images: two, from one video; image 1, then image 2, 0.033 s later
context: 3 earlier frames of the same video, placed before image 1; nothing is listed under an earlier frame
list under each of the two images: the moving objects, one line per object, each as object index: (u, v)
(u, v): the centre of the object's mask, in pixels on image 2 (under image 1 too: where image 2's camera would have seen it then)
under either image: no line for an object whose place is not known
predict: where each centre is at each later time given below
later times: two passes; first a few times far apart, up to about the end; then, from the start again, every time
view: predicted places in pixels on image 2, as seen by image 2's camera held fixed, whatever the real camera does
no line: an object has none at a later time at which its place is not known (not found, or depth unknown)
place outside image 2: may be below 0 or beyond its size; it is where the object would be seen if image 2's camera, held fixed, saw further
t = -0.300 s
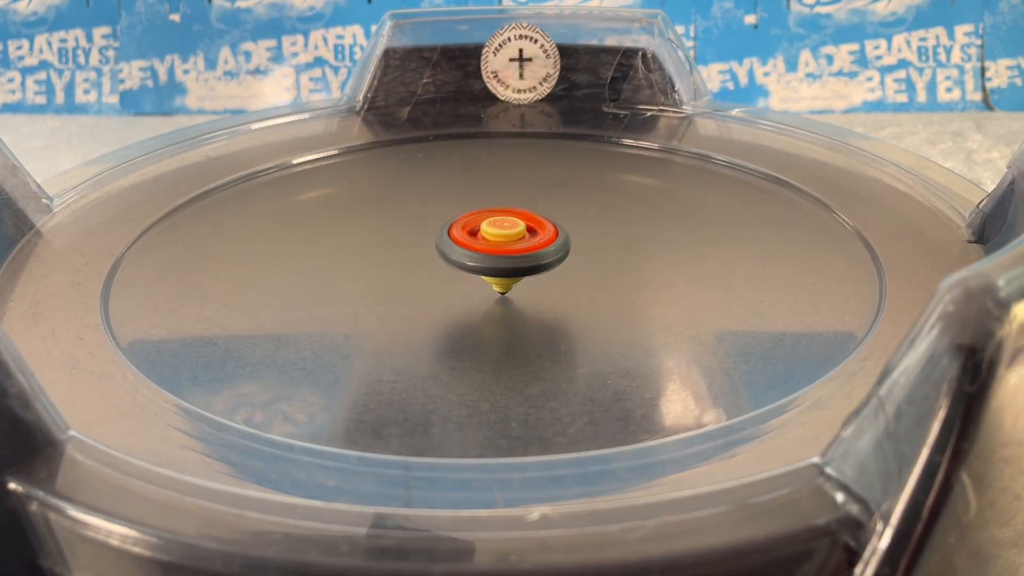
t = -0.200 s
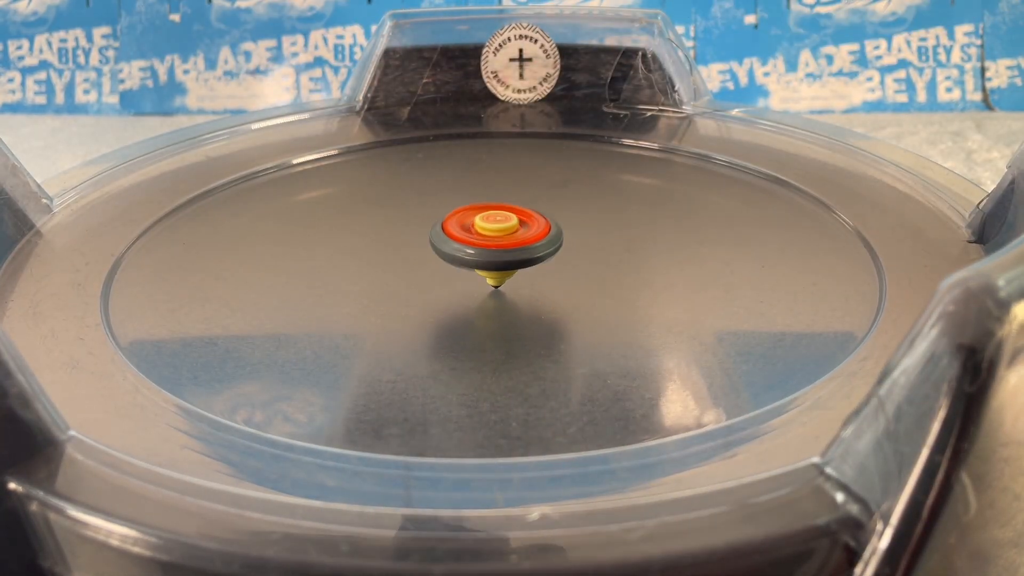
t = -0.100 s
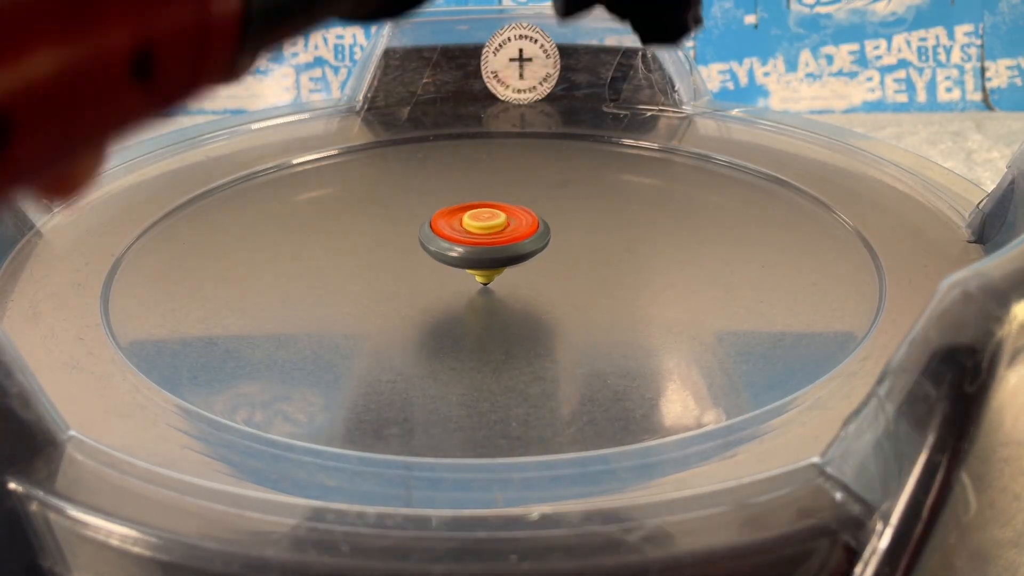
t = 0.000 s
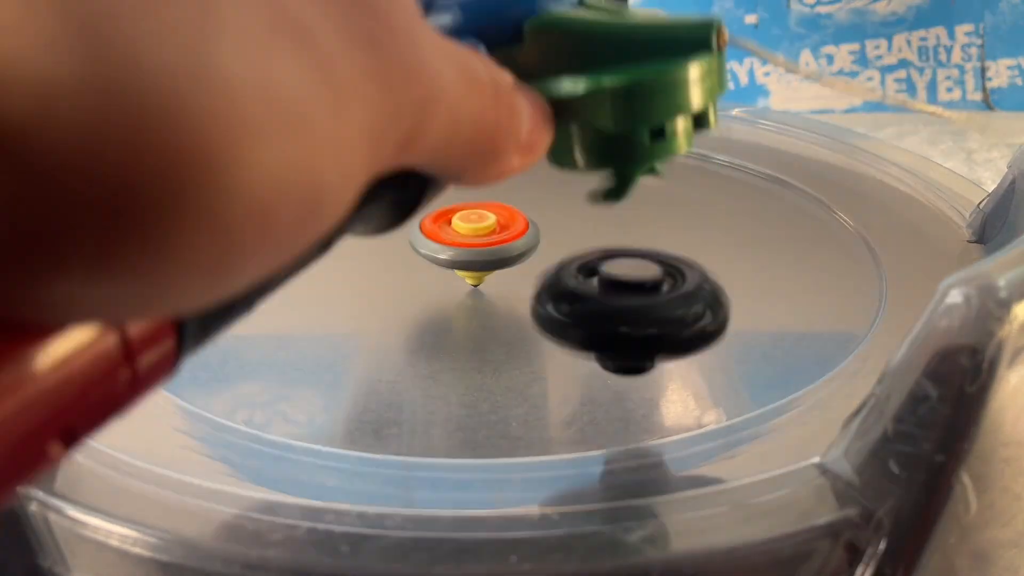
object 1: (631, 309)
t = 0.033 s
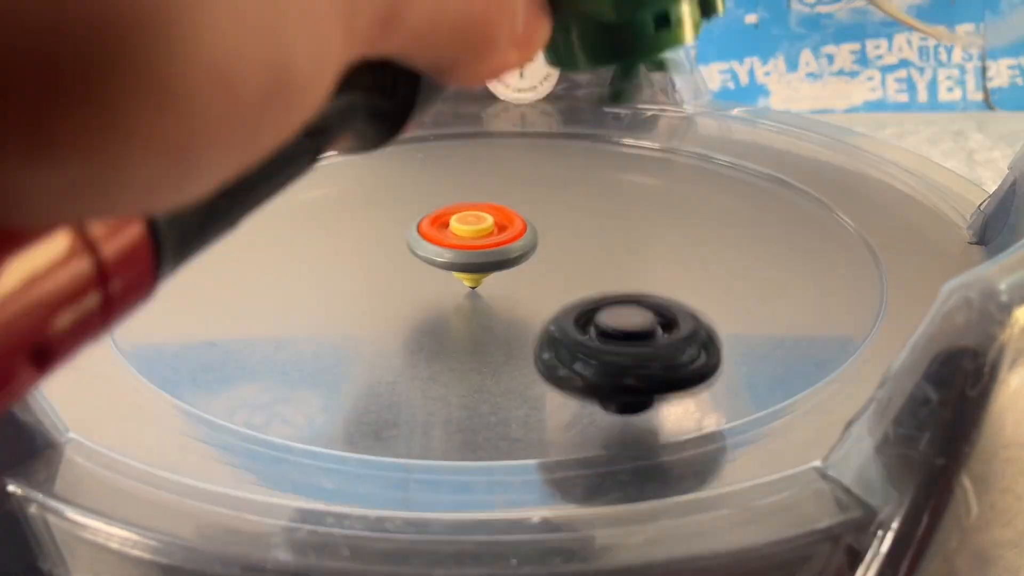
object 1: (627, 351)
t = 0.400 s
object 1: (593, 295)
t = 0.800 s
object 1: (666, 304)
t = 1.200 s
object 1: (742, 257)
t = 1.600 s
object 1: (646, 207)
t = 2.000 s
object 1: (633, 109)
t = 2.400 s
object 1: (376, 305)
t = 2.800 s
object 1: (547, 312)
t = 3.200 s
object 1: (522, 254)
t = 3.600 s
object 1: (422, 275)
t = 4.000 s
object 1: (508, 281)
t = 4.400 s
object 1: (451, 248)
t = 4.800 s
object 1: (457, 275)
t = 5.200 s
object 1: (492, 240)
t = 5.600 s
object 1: (465, 260)
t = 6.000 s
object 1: (513, 239)
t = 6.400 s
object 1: (487, 258)
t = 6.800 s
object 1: (499, 255)
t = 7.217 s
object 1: (502, 257)
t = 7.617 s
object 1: (507, 259)
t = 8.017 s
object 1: (507, 261)
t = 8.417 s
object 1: (505, 264)
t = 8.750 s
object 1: (502, 265)
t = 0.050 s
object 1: (619, 323)
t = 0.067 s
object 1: (611, 304)
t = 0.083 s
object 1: (603, 295)
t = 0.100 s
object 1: (595, 296)
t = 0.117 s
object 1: (587, 306)
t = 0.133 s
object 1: (579, 310)
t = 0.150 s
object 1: (569, 288)
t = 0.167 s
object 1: (560, 274)
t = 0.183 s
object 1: (565, 251)
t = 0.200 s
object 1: (571, 235)
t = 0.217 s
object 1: (577, 227)
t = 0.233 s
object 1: (583, 229)
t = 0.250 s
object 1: (589, 238)
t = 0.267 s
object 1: (595, 257)
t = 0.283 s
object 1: (599, 284)
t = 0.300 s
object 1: (603, 300)
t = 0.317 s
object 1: (602, 282)
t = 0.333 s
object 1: (601, 272)
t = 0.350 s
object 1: (599, 270)
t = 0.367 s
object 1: (598, 277)
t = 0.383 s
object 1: (596, 292)
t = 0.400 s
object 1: (593, 295)
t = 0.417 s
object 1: (588, 283)
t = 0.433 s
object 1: (583, 280)
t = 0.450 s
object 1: (578, 284)
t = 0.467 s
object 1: (572, 292)
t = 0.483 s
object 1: (566, 279)
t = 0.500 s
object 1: (559, 275)
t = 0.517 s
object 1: (552, 279)
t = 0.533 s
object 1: (546, 276)
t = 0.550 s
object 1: (539, 269)
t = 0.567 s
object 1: (531, 268)
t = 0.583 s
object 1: (524, 268)
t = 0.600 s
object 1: (516, 262)
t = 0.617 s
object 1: (509, 263)
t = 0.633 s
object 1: (501, 257)
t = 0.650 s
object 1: (494, 254)
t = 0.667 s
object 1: (488, 251)
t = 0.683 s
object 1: (489, 254)
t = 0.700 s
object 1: (509, 242)
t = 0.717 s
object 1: (532, 238)
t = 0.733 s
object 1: (557, 242)
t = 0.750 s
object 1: (583, 253)
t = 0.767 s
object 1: (611, 274)
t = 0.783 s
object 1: (642, 306)
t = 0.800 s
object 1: (666, 304)
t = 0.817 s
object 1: (690, 295)
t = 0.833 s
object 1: (715, 295)
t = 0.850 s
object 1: (740, 306)
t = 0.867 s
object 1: (767, 327)
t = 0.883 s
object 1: (779, 328)
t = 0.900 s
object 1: (779, 319)
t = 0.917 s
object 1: (778, 319)
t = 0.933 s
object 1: (775, 330)
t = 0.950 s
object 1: (770, 330)
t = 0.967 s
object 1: (759, 328)
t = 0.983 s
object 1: (747, 328)
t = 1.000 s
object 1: (734, 326)
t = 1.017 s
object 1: (719, 324)
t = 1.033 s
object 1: (701, 322)
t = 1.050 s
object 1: (686, 319)
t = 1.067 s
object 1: (668, 315)
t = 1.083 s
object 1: (650, 310)
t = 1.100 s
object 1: (633, 305)
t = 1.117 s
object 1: (615, 300)
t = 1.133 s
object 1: (615, 294)
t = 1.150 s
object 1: (651, 285)
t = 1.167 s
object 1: (684, 276)
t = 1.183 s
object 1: (716, 267)
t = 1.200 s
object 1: (742, 257)
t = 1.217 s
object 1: (766, 247)
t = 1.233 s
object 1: (787, 237)
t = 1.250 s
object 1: (803, 229)
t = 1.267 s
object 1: (816, 220)
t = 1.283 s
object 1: (825, 212)
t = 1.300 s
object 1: (831, 206)
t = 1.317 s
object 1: (834, 201)
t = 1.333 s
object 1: (833, 196)
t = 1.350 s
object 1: (831, 193)
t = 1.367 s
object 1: (825, 191)
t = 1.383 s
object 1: (818, 189)
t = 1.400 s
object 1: (810, 188)
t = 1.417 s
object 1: (800, 188)
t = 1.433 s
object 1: (790, 188)
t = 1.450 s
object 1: (778, 189)
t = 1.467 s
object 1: (767, 190)
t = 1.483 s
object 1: (753, 191)
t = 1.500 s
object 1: (740, 193)
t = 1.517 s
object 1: (725, 195)
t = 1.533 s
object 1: (710, 197)
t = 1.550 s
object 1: (695, 199)
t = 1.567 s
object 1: (679, 202)
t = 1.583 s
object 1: (662, 205)
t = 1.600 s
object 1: (646, 207)
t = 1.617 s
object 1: (629, 210)
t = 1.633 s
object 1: (613, 213)
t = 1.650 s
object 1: (595, 216)
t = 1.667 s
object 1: (579, 219)
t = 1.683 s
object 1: (563, 222)
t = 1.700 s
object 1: (547, 224)
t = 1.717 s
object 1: (531, 227)
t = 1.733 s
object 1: (516, 230)
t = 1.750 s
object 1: (503, 232)
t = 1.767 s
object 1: (497, 231)
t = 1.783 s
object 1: (516, 208)
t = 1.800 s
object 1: (538, 188)
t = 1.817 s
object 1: (560, 175)
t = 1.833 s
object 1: (579, 155)
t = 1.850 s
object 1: (596, 133)
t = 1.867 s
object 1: (611, 117)
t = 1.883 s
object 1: (623, 106)
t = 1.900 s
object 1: (624, 94)
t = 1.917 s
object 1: (627, 89)
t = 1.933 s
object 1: (630, 90)
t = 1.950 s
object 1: (634, 96)
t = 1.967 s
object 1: (634, 105)
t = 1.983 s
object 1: (633, 105)
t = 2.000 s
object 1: (633, 109)
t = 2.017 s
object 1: (628, 120)
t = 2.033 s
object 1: (622, 126)
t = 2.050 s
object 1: (616, 133)
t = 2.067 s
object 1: (610, 141)
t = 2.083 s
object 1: (602, 149)
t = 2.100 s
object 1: (593, 159)
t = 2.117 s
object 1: (583, 167)
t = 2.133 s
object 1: (572, 177)
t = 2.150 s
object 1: (560, 186)
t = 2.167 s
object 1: (548, 196)
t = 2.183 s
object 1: (534, 206)
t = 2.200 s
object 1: (520, 216)
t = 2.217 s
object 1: (507, 226)
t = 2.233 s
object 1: (492, 235)
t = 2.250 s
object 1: (477, 244)
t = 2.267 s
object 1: (463, 253)
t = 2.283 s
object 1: (449, 260)
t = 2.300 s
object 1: (435, 268)
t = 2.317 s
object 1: (422, 275)
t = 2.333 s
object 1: (411, 282)
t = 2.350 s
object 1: (400, 288)
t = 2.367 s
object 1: (390, 294)
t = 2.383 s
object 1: (382, 300)
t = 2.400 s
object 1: (376, 305)
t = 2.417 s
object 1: (371, 309)
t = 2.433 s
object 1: (368, 313)
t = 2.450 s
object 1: (366, 317)
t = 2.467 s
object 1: (367, 321)
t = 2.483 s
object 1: (369, 324)
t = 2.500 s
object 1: (373, 326)
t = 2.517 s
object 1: (379, 328)
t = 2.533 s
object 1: (385, 330)
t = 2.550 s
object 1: (394, 332)
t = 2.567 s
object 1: (404, 332)
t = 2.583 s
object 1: (414, 333)
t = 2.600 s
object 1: (424, 334)
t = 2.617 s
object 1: (435, 333)
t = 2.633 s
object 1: (447, 333)
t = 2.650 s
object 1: (459, 332)
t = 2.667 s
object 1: (470, 331)
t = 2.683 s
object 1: (481, 329)
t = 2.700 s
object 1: (492, 327)
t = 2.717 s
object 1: (503, 326)
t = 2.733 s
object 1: (513, 323)
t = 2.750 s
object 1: (523, 321)
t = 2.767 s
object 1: (531, 318)
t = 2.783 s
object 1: (539, 315)
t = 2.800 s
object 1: (547, 312)
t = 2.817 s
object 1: (554, 309)
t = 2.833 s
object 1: (560, 305)
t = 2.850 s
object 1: (565, 302)
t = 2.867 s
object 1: (569, 299)
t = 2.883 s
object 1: (573, 296)
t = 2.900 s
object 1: (576, 292)
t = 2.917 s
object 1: (578, 289)
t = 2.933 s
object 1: (580, 286)
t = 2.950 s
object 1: (580, 283)
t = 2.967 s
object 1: (580, 280)
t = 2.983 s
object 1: (579, 277)
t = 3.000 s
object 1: (578, 275)
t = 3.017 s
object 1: (576, 272)
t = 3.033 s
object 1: (573, 270)
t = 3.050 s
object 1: (570, 267)
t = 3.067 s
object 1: (565, 265)
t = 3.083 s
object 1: (561, 263)
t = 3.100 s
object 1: (556, 261)
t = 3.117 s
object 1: (551, 260)
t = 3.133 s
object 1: (546, 258)
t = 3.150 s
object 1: (540, 257)
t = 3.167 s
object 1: (534, 256)
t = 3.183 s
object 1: (528, 255)
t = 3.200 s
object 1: (522, 254)
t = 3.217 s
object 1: (515, 254)
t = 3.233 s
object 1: (509, 253)
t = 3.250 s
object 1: (503, 253)
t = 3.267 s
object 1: (497, 252)
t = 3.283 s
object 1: (490, 252)
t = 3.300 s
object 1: (483, 252)
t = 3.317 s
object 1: (477, 252)
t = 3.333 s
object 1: (471, 253)
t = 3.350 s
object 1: (466, 254)
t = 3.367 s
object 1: (461, 255)
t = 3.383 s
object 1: (456, 256)
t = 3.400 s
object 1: (451, 256)
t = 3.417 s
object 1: (446, 257)
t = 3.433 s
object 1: (442, 259)
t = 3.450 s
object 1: (438, 260)
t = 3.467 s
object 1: (435, 262)
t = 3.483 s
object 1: (431, 263)
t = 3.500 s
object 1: (429, 265)
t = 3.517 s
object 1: (427, 266)
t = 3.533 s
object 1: (425, 268)
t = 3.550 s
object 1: (424, 270)
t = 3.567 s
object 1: (422, 272)
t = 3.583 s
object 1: (422, 273)
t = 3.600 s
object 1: (422, 275)
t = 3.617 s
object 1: (422, 277)
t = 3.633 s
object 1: (423, 279)
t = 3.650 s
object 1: (424, 281)
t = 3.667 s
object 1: (426, 282)
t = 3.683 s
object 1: (429, 284)
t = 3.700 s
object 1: (432, 286)
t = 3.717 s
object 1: (435, 287)
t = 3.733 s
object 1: (439, 288)
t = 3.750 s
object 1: (443, 289)
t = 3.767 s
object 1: (447, 290)
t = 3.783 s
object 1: (452, 291)
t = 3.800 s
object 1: (457, 291)
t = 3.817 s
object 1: (462, 292)
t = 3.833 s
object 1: (467, 292)
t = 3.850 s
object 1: (472, 292)
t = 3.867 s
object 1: (477, 292)
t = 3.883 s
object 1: (483, 291)
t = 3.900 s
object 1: (487, 290)
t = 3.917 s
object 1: (492, 289)
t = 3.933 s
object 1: (496, 288)
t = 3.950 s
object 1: (500, 286)
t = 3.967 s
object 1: (503, 284)
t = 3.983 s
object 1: (506, 283)
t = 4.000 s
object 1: (508, 281)
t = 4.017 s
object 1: (510, 279)
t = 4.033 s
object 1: (511, 277)
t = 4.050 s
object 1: (511, 275)
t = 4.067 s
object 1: (511, 272)
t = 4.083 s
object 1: (511, 270)
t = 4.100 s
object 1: (510, 268)
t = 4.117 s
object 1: (509, 266)
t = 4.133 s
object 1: (507, 264)
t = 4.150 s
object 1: (505, 262)
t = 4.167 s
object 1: (503, 260)
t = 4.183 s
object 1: (501, 258)
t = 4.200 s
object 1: (498, 256)
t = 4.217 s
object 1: (494, 254)
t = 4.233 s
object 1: (491, 253)
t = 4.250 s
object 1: (488, 252)
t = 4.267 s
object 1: (484, 251)
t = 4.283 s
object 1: (480, 250)
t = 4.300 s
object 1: (476, 249)
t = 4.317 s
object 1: (472, 248)
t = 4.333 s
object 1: (467, 248)
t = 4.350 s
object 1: (463, 248)
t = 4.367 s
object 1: (459, 247)
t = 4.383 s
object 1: (455, 248)
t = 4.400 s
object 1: (451, 248)
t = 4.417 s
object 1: (447, 248)
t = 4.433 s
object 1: (444, 249)
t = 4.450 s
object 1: (440, 249)
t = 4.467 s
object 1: (437, 250)
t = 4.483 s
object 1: (433, 251)
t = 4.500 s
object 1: (431, 252)
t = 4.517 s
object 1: (428, 253)
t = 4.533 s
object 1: (425, 254)
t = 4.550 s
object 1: (424, 255)
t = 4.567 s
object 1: (422, 257)
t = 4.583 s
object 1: (421, 259)
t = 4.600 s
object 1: (420, 260)
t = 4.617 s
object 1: (420, 262)
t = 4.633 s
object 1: (421, 264)
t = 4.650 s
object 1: (422, 265)
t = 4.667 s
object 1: (424, 267)
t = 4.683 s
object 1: (426, 269)
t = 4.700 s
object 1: (429, 270)
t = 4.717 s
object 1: (433, 272)
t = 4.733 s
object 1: (437, 273)
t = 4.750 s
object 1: (442, 274)
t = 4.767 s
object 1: (447, 274)
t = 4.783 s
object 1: (452, 275)
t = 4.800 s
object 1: (457, 275)
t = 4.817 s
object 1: (463, 274)
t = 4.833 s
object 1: (468, 274)
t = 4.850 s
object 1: (473, 273)
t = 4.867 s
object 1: (477, 272)
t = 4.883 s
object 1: (482, 271)
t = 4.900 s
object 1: (486, 270)
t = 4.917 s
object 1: (490, 268)
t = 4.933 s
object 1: (493, 267)
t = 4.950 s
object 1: (496, 265)
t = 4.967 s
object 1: (499, 263)
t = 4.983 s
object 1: (502, 261)
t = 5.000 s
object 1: (504, 259)
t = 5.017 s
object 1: (505, 257)
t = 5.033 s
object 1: (506, 255)
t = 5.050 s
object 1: (507, 253)
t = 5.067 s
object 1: (507, 252)
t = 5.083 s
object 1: (506, 250)
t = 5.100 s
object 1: (506, 248)
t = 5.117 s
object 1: (504, 246)
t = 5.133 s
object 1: (502, 245)
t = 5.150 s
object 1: (500, 243)
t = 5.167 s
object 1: (497, 242)
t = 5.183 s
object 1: (495, 241)
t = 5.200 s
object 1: (492, 240)
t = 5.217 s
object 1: (489, 239)
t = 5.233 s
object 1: (486, 238)
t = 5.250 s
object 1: (482, 238)
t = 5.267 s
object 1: (479, 238)
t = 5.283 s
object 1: (476, 238)
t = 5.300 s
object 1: (471, 237)
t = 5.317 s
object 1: (468, 238)
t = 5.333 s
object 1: (464, 238)
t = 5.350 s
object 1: (460, 238)
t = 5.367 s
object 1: (457, 239)
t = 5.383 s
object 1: (454, 240)
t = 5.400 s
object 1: (451, 241)
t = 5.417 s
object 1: (449, 243)
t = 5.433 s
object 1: (447, 244)
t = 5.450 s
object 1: (446, 246)
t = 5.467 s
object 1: (445, 248)
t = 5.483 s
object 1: (445, 250)
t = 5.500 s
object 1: (445, 252)
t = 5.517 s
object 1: (447, 254)
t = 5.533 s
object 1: (450, 255)
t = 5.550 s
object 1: (453, 256)
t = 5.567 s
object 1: (457, 258)
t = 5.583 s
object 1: (461, 259)
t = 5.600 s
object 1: (465, 260)
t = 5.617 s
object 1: (469, 261)
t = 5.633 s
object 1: (474, 261)
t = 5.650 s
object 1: (479, 261)
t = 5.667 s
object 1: (484, 261)
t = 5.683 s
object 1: (489, 261)
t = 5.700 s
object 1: (494, 261)
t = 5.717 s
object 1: (499, 260)
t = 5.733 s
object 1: (503, 260)
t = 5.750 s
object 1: (506, 259)
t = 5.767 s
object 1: (510, 257)
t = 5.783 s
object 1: (513, 256)
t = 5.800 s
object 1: (517, 255)
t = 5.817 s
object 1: (519, 253)
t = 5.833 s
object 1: (520, 252)
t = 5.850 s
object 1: (522, 251)
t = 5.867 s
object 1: (522, 249)
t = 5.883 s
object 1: (523, 247)
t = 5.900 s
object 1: (523, 246)
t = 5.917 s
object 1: (523, 245)
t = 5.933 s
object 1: (522, 243)
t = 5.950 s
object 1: (520, 242)
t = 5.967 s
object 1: (518, 241)
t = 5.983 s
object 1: (516, 240)
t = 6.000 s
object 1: (513, 239)
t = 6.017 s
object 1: (511, 238)
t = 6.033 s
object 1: (508, 238)
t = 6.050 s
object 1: (504, 237)
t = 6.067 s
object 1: (500, 237)
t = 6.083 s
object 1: (497, 238)
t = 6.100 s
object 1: (494, 238)
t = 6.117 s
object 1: (491, 239)
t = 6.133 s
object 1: (488, 240)
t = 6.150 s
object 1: (485, 241)
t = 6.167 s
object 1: (484, 243)
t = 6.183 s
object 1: (483, 244)
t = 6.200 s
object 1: (483, 246)
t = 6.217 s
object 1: (482, 247)
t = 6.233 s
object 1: (481, 248)
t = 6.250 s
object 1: (481, 249)
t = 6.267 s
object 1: (481, 251)
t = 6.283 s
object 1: (482, 252)
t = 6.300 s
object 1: (482, 253)
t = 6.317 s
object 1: (483, 254)
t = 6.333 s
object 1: (483, 255)
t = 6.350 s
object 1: (484, 256)
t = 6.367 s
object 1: (485, 256)
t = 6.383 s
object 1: (486, 257)
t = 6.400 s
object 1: (487, 258)
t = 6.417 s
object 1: (487, 258)
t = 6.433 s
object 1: (488, 258)
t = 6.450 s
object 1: (489, 258)
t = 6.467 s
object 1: (490, 259)
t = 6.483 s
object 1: (490, 259)
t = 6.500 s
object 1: (491, 259)
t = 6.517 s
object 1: (492, 258)
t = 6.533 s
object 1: (493, 259)
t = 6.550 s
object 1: (493, 258)
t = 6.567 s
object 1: (493, 258)
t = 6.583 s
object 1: (494, 258)
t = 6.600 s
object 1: (495, 258)
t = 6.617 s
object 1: (495, 257)
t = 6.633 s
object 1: (495, 257)
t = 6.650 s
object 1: (496, 257)
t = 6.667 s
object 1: (497, 257)
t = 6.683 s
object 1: (497, 256)
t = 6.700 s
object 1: (497, 256)
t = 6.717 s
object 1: (497, 256)
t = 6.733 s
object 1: (498, 256)
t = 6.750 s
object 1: (498, 256)
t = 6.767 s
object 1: (498, 255)
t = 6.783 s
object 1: (498, 255)
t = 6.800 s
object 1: (499, 255)
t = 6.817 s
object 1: (500, 255)
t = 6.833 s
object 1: (499, 255)
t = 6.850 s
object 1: (500, 255)
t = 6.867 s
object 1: (500, 255)
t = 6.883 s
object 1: (500, 255)
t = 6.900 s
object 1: (500, 255)
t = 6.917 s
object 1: (500, 255)
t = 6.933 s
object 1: (501, 256)
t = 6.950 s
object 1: (501, 256)
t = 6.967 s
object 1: (500, 256)
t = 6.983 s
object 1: (501, 255)
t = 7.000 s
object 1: (502, 256)
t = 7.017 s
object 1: (501, 256)
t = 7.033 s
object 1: (501, 256)
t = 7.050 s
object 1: (501, 256)
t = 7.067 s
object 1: (502, 256)
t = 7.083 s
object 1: (501, 257)
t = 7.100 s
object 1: (501, 256)
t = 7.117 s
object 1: (502, 257)
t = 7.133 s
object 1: (502, 257)
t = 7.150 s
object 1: (502, 257)
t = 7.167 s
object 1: (502, 257)
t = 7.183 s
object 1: (502, 257)
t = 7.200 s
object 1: (502, 257)
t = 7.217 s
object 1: (502, 257)
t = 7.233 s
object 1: (503, 257)
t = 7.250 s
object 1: (502, 257)
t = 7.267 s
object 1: (502, 257)
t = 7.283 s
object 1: (503, 257)
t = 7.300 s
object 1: (503, 257)
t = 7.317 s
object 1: (503, 257)
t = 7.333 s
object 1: (503, 257)
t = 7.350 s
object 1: (504, 258)
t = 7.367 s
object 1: (503, 258)
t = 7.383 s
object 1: (503, 258)
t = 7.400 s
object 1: (504, 258)
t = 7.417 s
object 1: (504, 258)
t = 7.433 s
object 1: (504, 258)
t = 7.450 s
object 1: (505, 258)
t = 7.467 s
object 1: (505, 258)
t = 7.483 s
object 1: (505, 258)
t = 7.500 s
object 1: (505, 258)
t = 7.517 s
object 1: (505, 259)
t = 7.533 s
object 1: (505, 259)
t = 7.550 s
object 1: (506, 259)
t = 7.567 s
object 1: (506, 259)
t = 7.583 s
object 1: (506, 259)
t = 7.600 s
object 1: (506, 259)
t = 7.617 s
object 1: (507, 259)
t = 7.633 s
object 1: (507, 259)
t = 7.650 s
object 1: (507, 259)
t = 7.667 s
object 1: (507, 259)
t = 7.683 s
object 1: (507, 259)
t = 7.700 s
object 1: (507, 259)
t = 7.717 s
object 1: (508, 260)
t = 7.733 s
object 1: (507, 260)
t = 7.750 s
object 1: (508, 260)
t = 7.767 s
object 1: (508, 260)
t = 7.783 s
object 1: (507, 260)
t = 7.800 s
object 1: (508, 260)
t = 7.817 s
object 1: (508, 260)
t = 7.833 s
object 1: (507, 260)
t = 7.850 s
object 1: (508, 260)
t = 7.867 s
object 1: (507, 261)
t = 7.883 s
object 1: (507, 260)
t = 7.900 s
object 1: (507, 261)
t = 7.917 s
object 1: (507, 261)
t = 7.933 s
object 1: (507, 261)
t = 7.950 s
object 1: (508, 261)
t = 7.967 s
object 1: (507, 261)
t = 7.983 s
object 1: (507, 261)
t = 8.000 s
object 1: (508, 261)
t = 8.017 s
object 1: (507, 261)
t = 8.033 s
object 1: (508, 261)
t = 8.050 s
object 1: (507, 261)
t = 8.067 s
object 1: (507, 261)
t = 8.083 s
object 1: (508, 261)
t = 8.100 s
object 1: (507, 261)
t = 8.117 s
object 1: (507, 261)
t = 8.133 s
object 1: (508, 262)
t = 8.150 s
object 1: (507, 262)
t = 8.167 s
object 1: (507, 262)
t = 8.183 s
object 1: (507, 262)
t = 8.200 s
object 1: (507, 262)
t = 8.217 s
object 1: (507, 262)
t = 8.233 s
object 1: (507, 262)
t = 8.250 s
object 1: (507, 263)
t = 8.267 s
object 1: (507, 263)
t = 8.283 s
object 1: (507, 263)
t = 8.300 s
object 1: (507, 263)
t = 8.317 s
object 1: (506, 263)
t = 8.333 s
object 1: (507, 263)
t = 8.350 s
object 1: (506, 264)
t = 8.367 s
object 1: (506, 264)
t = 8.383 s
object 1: (506, 264)
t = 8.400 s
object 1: (505, 264)
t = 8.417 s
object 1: (505, 264)
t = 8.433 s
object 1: (505, 265)
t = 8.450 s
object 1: (504, 264)
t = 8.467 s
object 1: (505, 265)
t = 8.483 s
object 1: (504, 265)
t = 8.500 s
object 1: (504, 265)
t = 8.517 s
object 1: (503, 265)
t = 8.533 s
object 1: (503, 265)
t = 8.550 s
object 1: (503, 265)
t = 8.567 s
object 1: (502, 265)
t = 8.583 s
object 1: (503, 265)
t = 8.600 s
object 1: (502, 265)
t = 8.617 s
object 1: (502, 265)
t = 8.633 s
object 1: (502, 265)
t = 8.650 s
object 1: (502, 265)
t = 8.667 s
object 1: (502, 265)
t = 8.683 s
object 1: (502, 265)
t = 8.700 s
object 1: (502, 265)
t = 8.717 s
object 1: (501, 265)
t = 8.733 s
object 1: (502, 264)
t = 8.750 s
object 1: (502, 265)
